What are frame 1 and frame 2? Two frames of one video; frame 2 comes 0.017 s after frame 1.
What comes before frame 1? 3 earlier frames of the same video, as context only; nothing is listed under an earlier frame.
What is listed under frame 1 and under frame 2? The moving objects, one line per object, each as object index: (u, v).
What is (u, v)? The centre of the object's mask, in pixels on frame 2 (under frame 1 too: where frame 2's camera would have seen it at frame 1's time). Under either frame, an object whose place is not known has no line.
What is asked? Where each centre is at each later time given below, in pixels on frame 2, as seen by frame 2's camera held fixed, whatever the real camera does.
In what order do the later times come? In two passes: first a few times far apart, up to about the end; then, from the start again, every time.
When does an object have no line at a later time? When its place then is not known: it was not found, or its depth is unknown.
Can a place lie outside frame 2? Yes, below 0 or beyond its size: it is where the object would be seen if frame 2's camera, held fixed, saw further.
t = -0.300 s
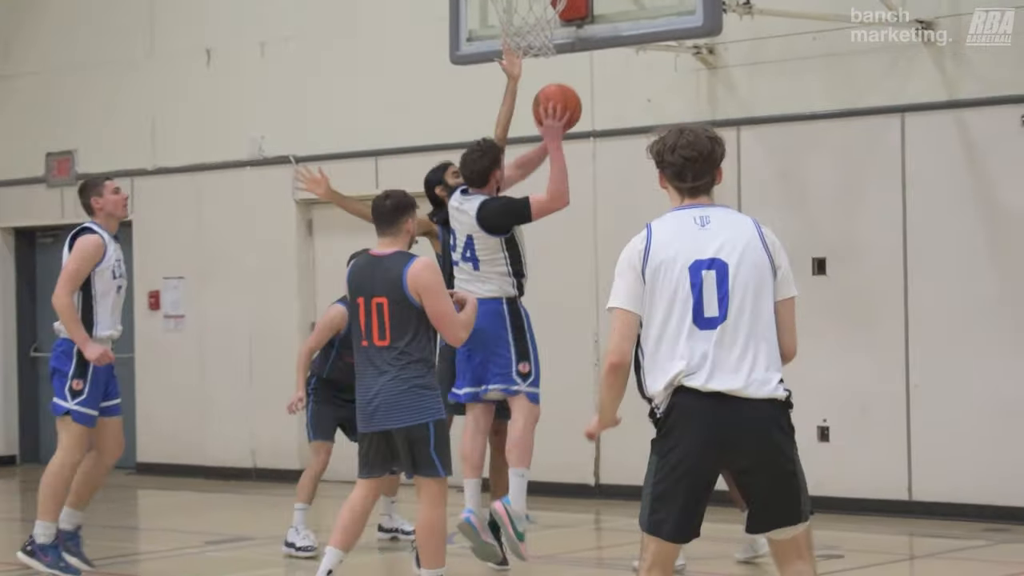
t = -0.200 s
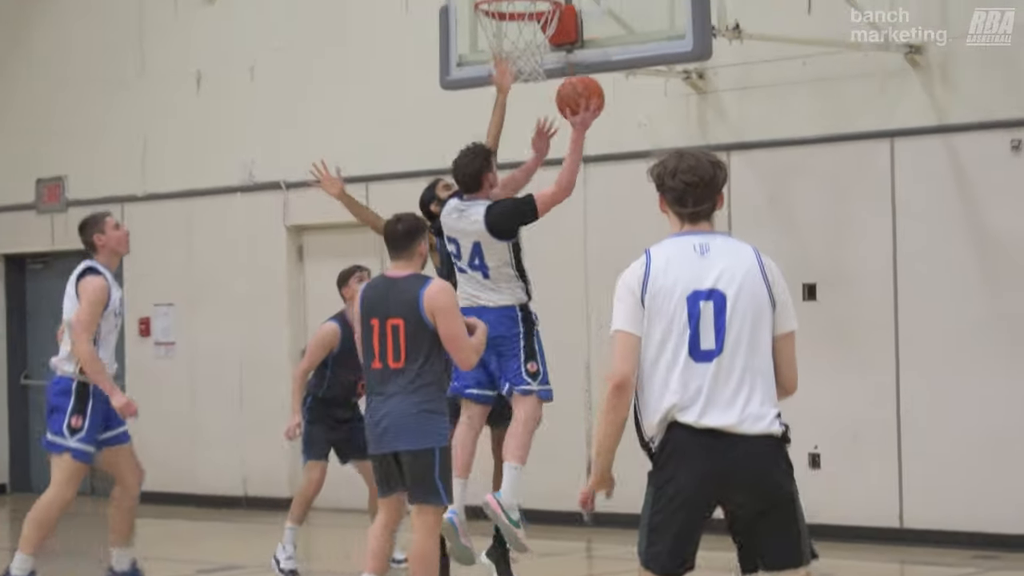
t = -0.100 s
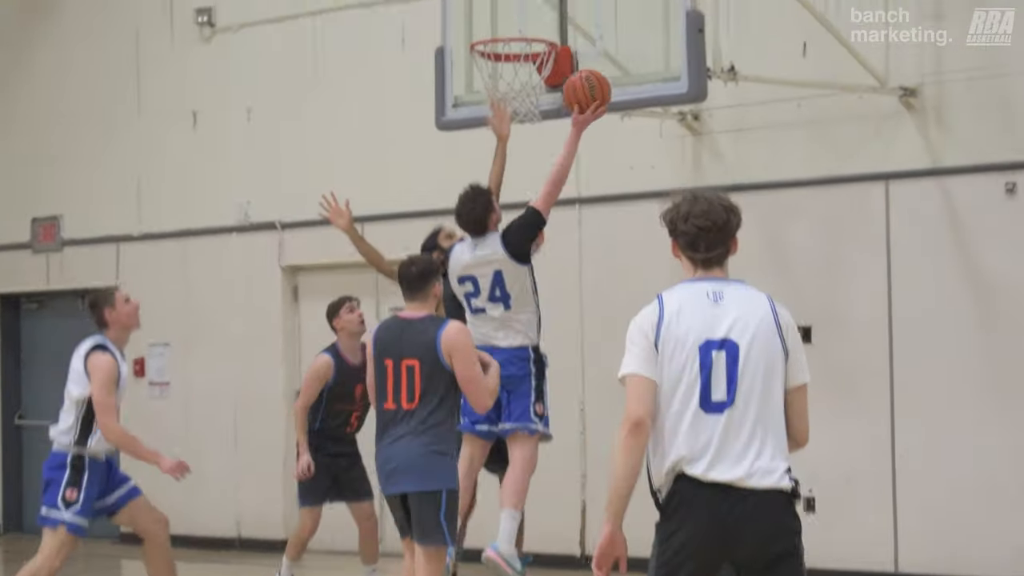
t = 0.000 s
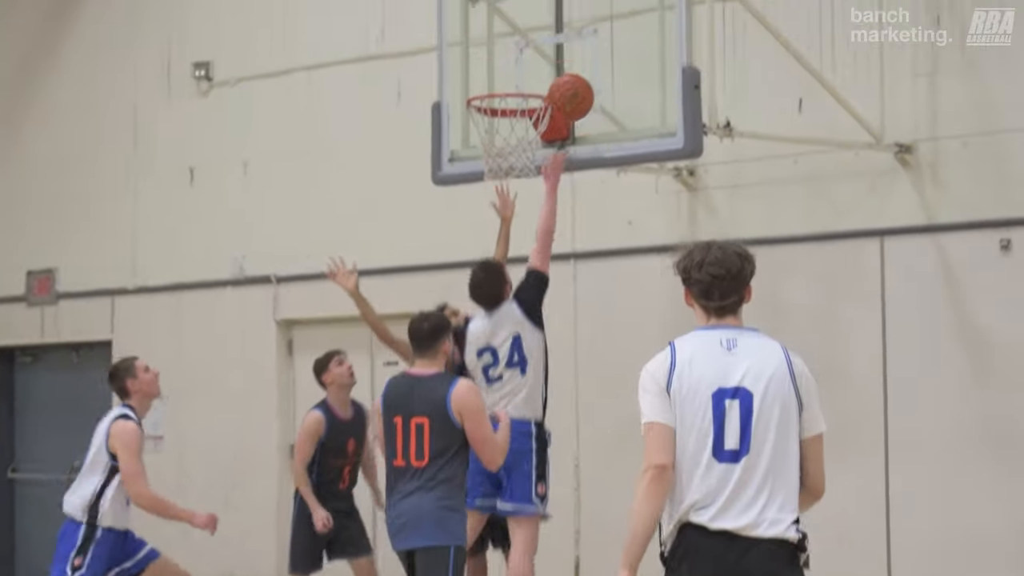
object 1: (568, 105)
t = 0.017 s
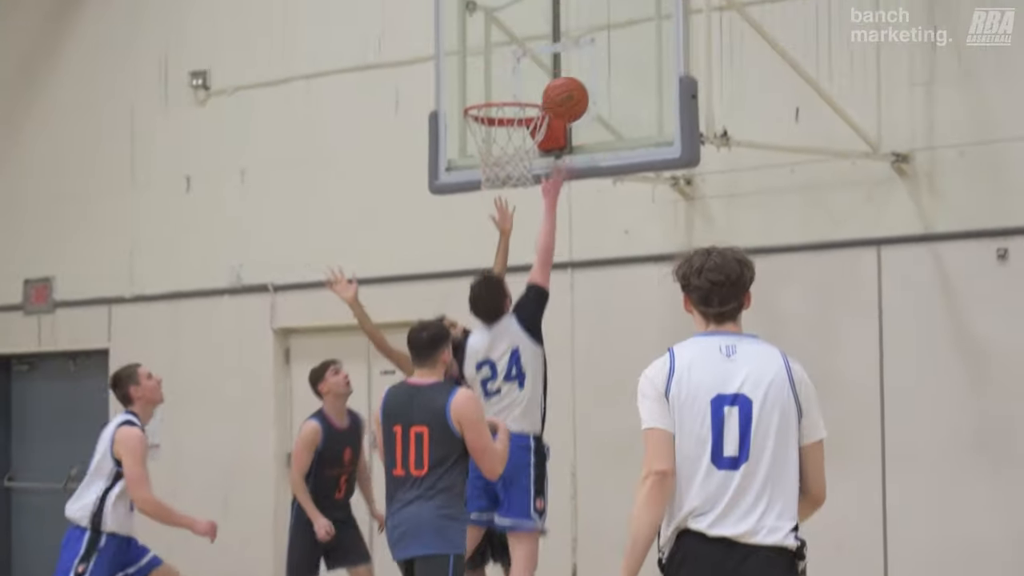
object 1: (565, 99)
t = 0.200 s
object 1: (541, 65)
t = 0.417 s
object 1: (516, 105)
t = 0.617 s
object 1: (494, 172)
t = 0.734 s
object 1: (492, 215)
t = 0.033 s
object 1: (563, 94)
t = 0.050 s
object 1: (561, 89)
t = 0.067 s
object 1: (558, 83)
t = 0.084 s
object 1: (556, 79)
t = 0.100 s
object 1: (554, 75)
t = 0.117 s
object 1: (552, 72)
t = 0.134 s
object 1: (550, 70)
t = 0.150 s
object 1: (548, 68)
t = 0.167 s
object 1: (545, 66)
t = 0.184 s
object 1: (543, 65)
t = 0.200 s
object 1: (541, 65)
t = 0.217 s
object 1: (539, 65)
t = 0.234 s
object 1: (537, 66)
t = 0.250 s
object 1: (535, 67)
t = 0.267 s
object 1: (532, 68)
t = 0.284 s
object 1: (530, 70)
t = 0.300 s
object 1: (529, 73)
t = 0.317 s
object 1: (527, 76)
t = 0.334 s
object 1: (525, 79)
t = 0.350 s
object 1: (523, 83)
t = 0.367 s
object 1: (521, 87)
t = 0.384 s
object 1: (519, 92)
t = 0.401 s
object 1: (518, 100)
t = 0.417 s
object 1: (516, 105)
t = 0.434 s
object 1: (514, 111)
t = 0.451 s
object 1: (512, 117)
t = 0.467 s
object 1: (510, 126)
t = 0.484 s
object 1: (507, 130)
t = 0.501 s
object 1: (505, 136)
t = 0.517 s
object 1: (502, 143)
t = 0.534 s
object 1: (501, 148)
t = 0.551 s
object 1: (498, 152)
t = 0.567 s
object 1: (497, 159)
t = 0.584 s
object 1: (495, 163)
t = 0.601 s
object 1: (494, 167)
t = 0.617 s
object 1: (494, 172)
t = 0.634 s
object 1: (494, 176)
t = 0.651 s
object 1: (495, 189)
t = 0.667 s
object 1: (493, 192)
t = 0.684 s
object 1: (493, 195)
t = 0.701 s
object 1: (492, 200)
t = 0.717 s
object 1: (492, 207)
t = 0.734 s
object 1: (492, 215)
